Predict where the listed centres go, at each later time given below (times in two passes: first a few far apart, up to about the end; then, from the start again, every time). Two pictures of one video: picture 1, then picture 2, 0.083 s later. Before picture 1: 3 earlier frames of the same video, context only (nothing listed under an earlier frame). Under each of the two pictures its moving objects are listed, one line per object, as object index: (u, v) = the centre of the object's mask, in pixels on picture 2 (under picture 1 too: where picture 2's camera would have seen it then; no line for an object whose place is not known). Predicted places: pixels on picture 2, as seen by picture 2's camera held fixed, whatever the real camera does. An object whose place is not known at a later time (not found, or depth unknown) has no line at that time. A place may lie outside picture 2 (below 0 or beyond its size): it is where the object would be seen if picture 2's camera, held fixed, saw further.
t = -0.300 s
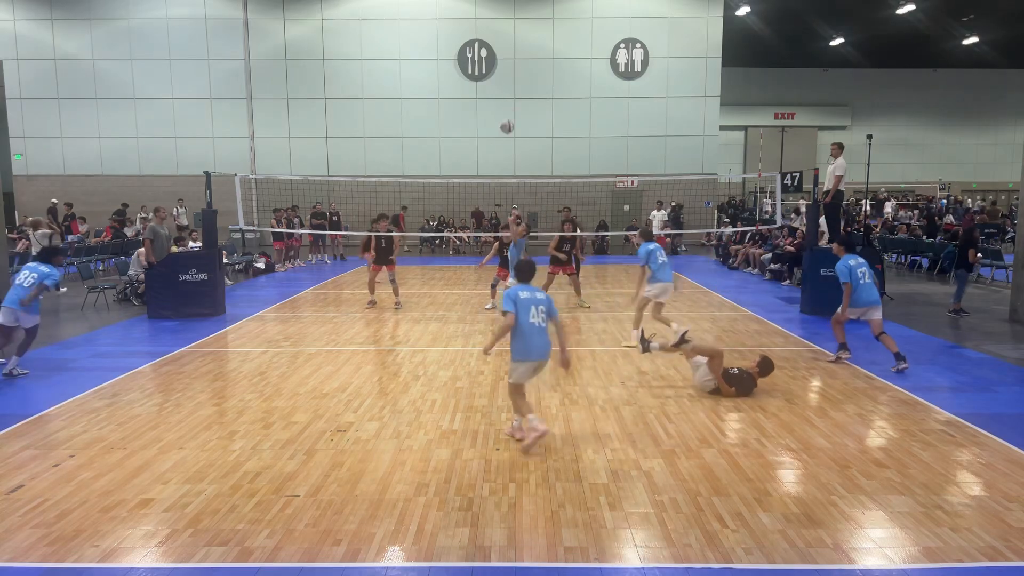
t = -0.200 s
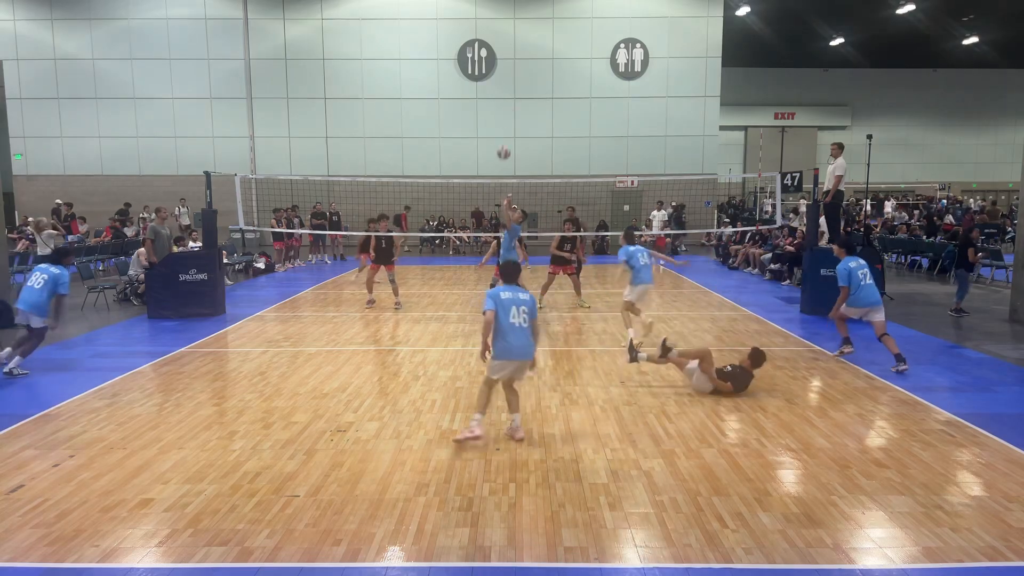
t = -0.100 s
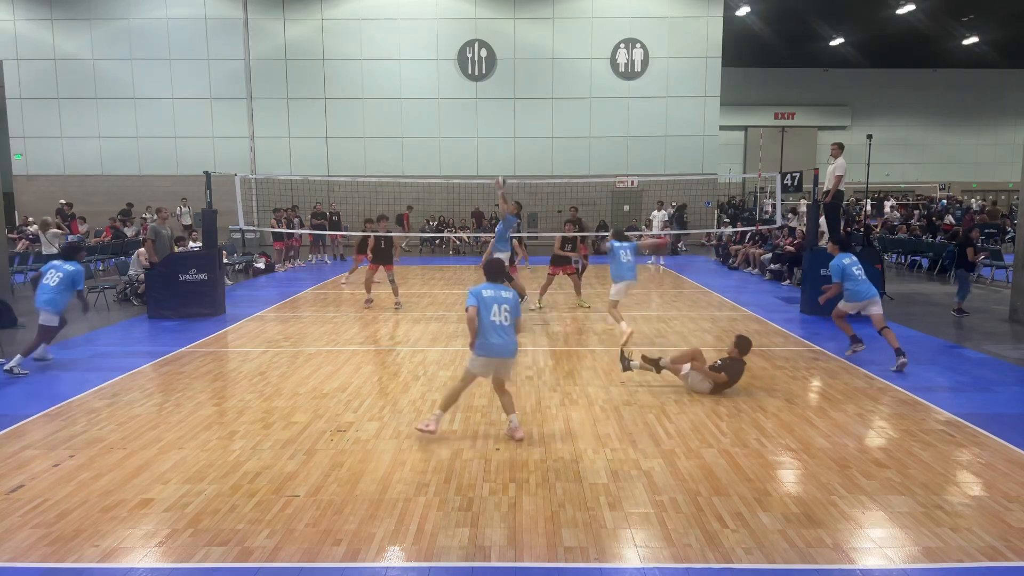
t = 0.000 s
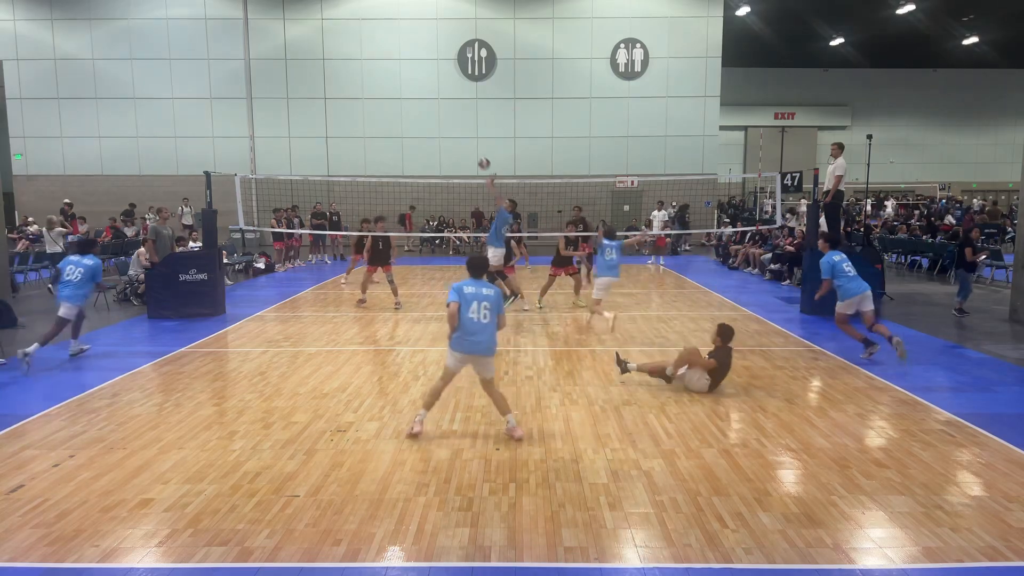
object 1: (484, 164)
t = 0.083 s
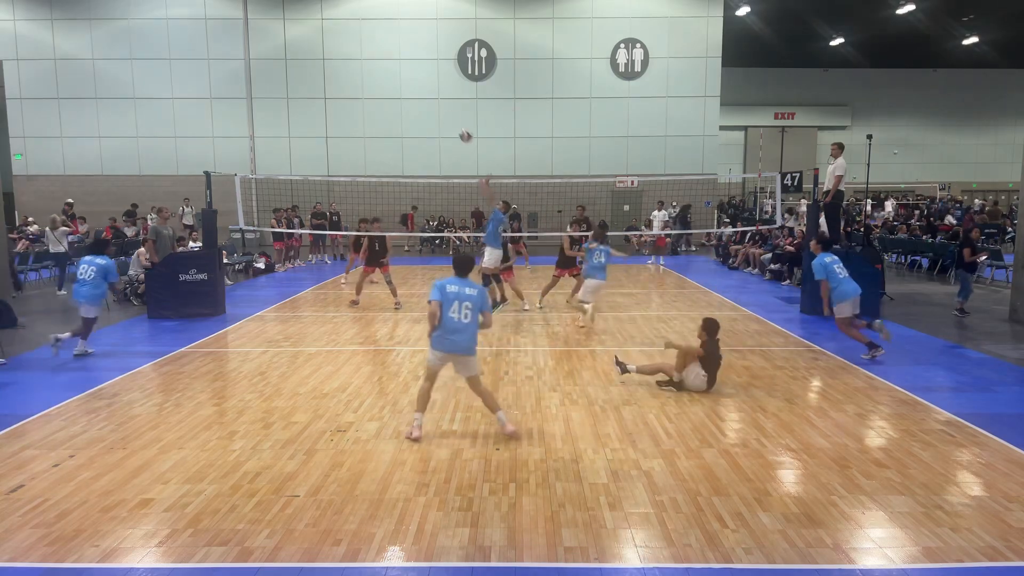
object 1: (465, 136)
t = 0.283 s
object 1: (423, 89)
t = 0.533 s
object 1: (370, 67)
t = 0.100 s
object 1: (462, 131)
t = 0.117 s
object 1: (458, 126)
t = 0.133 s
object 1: (455, 122)
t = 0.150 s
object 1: (451, 117)
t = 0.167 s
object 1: (447, 113)
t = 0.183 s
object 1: (443, 109)
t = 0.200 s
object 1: (440, 105)
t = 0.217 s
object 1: (437, 102)
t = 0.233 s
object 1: (433, 98)
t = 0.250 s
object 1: (429, 95)
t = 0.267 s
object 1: (426, 91)
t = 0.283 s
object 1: (423, 89)
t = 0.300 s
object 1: (419, 86)
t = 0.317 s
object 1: (415, 83)
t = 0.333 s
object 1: (412, 81)
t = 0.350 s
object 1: (408, 79)
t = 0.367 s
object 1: (405, 77)
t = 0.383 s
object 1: (401, 75)
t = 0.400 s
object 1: (398, 74)
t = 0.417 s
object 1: (394, 73)
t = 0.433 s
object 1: (391, 71)
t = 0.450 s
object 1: (387, 70)
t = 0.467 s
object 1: (384, 69)
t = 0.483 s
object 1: (380, 68)
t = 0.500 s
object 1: (377, 68)
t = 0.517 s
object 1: (373, 67)
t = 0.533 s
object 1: (370, 67)
